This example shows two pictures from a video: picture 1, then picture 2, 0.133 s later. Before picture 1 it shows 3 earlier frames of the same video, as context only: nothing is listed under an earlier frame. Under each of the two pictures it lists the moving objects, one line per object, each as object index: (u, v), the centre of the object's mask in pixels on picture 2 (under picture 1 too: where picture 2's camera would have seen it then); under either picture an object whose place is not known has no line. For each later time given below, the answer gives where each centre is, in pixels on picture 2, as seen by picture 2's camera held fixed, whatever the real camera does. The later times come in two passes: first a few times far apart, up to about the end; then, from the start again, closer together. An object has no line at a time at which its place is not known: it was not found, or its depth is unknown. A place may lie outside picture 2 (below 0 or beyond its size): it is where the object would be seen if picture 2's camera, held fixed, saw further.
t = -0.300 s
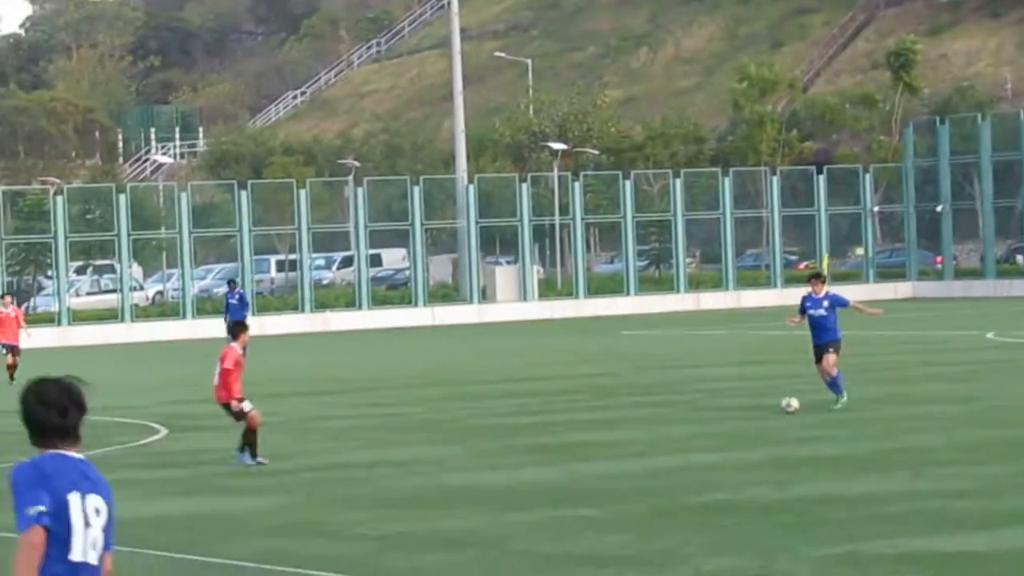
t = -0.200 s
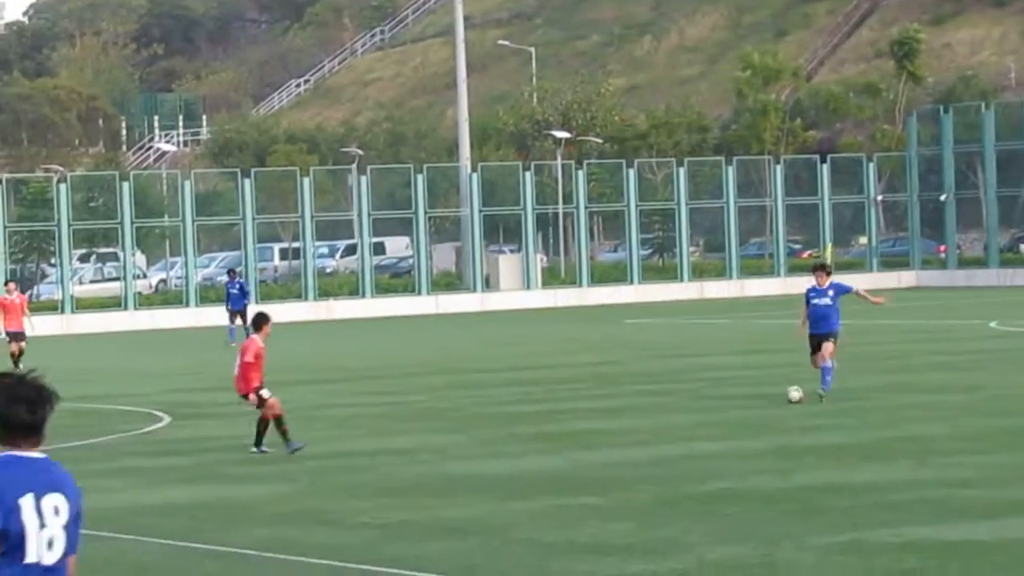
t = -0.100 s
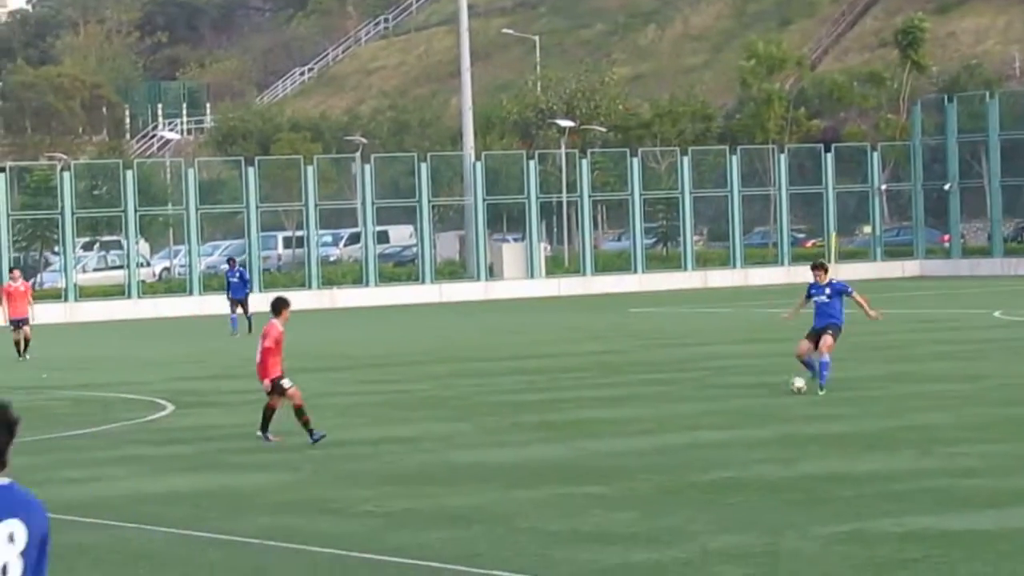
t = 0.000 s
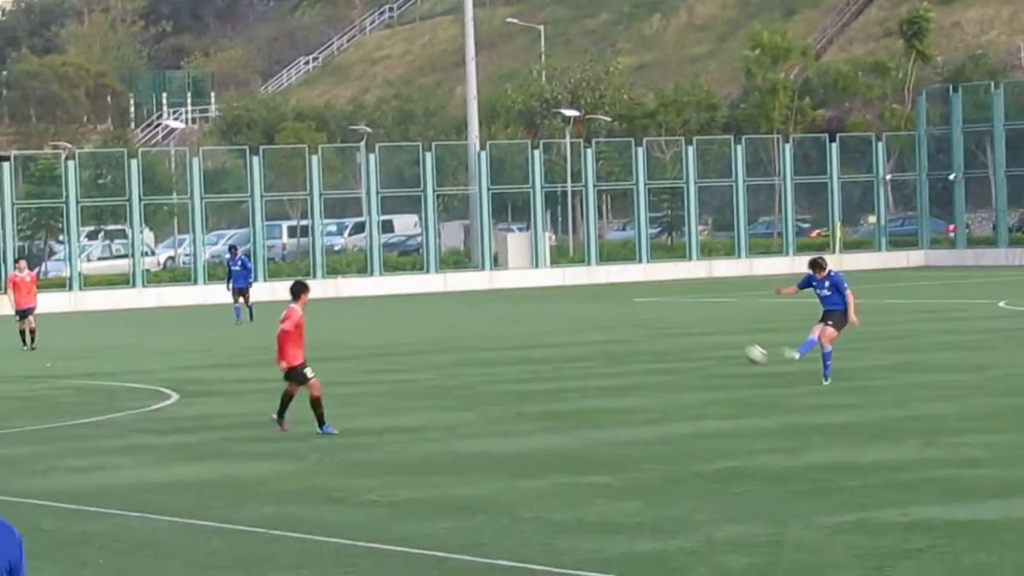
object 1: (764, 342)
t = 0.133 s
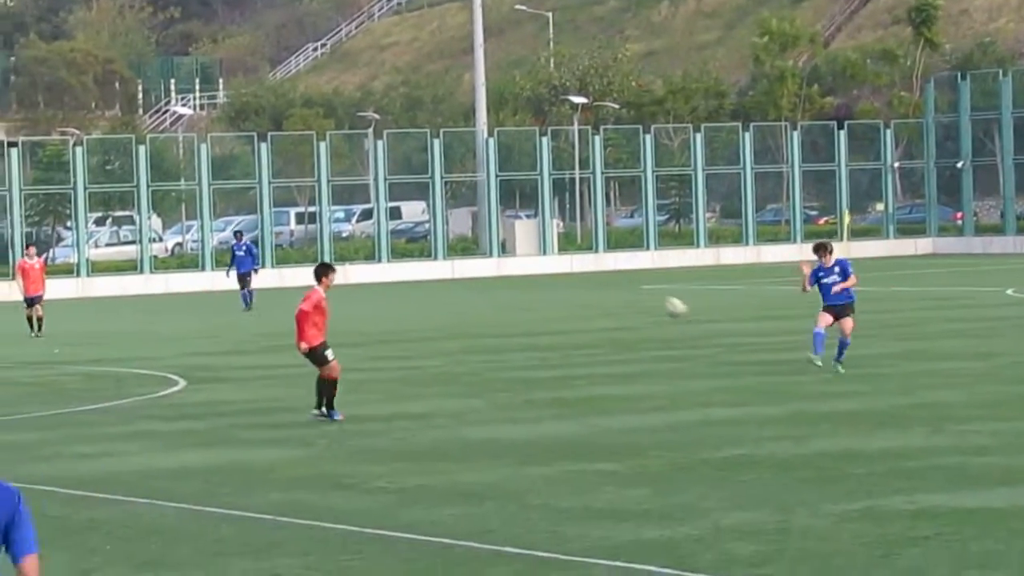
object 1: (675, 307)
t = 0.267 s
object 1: (586, 281)
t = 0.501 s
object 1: (431, 259)
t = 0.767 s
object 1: (245, 296)
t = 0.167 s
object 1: (652, 300)
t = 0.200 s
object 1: (630, 293)
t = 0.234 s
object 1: (608, 287)
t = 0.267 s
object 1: (586, 281)
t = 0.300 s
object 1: (563, 276)
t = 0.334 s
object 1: (541, 271)
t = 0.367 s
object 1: (519, 267)
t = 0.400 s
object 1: (499, 264)
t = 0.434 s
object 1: (476, 261)
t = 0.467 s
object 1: (454, 260)
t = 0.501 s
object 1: (431, 259)
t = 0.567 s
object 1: (385, 261)
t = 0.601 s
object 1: (362, 263)
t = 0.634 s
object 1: (341, 268)
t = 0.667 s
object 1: (316, 272)
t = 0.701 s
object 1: (292, 280)
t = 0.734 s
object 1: (267, 287)
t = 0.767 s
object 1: (245, 296)
